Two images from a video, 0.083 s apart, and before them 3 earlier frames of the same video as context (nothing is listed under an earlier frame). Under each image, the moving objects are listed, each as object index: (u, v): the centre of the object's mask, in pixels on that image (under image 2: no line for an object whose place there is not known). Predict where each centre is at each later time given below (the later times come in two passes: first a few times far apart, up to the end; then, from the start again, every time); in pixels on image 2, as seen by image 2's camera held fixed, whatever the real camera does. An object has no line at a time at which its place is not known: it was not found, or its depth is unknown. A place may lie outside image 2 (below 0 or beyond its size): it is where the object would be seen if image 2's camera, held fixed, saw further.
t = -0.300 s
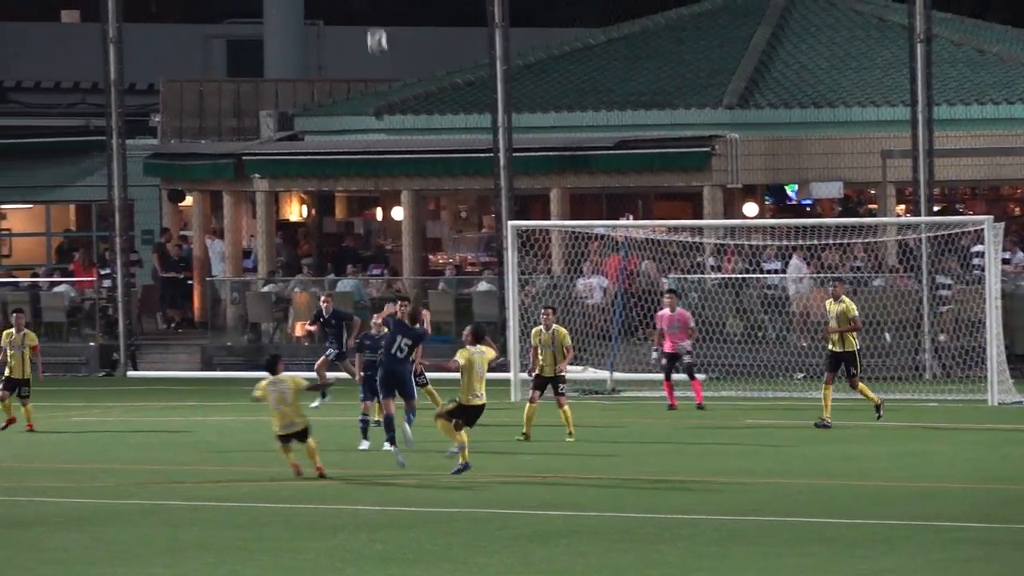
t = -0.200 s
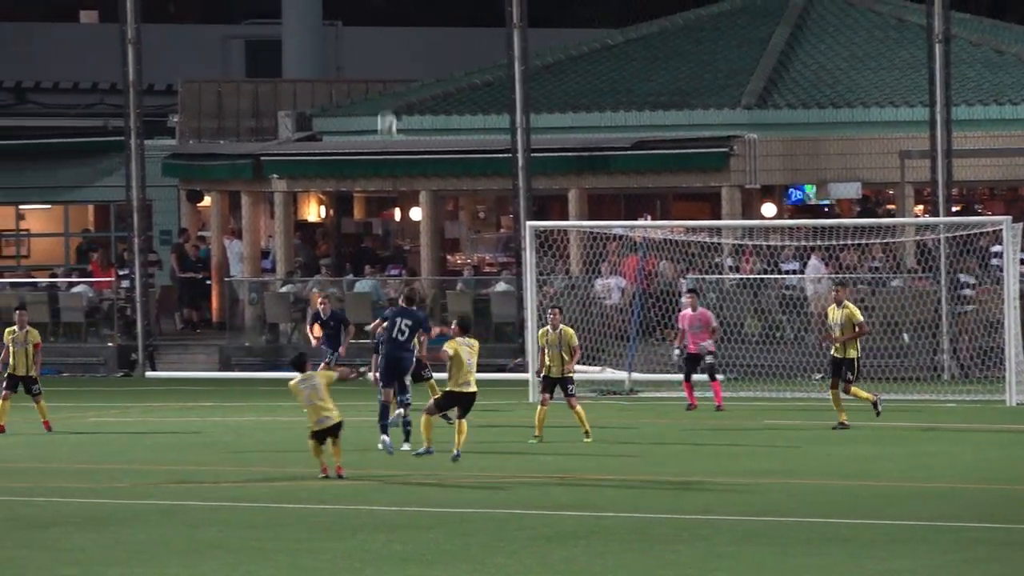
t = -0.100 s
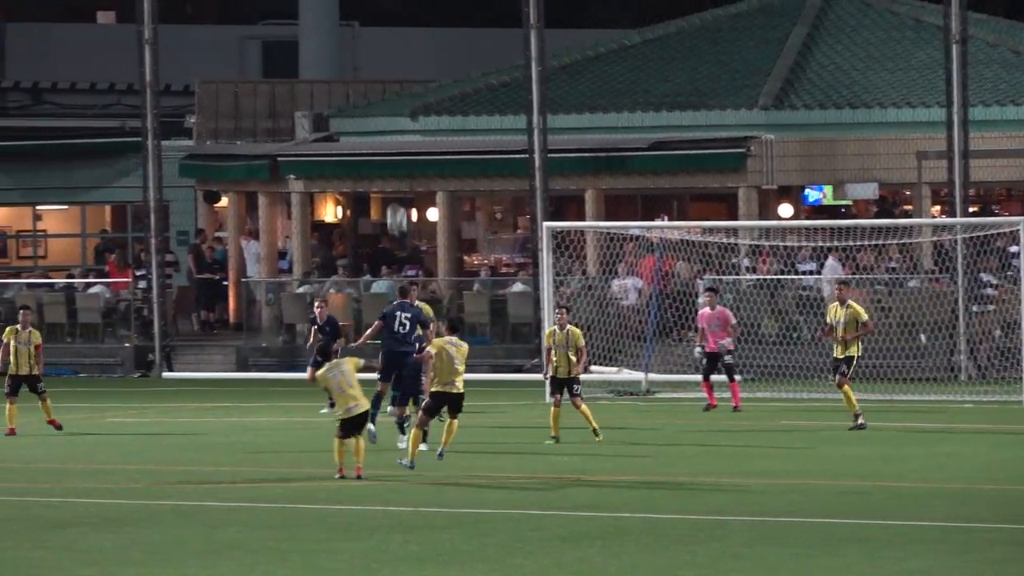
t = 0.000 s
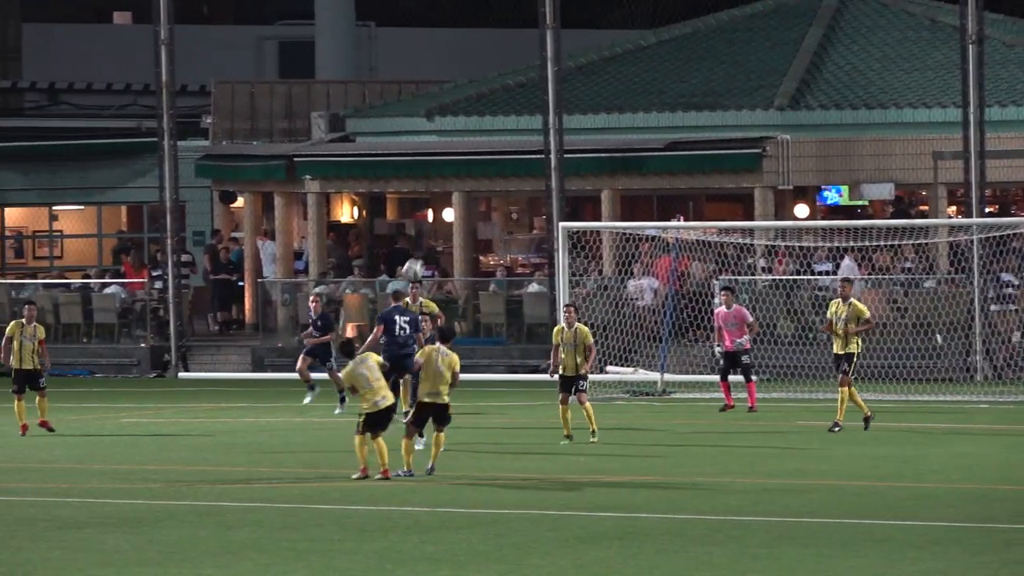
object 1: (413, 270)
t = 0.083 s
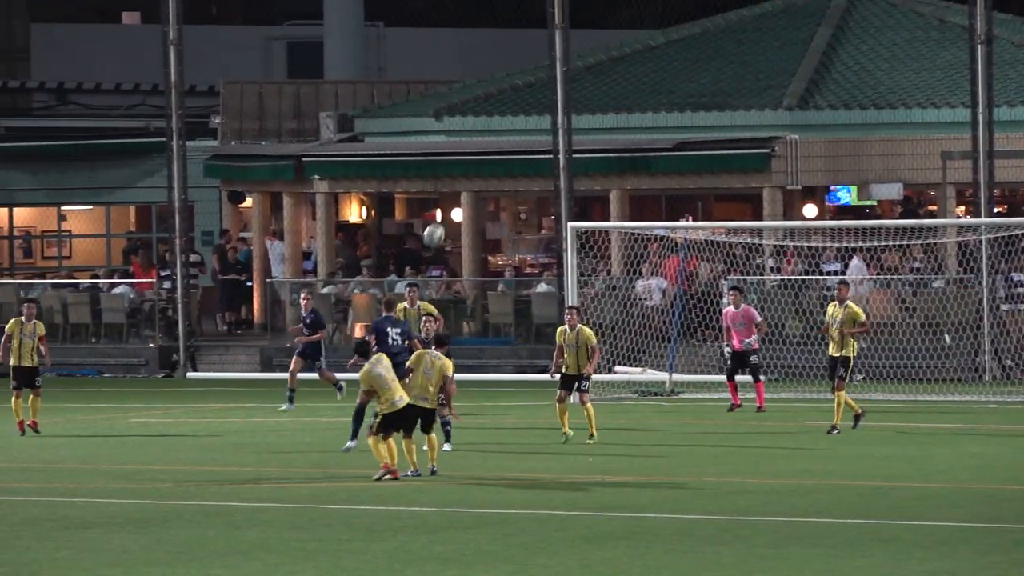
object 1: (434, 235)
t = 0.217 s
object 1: (453, 192)
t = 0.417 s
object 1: (483, 160)
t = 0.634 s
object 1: (517, 164)
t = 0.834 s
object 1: (547, 202)
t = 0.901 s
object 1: (556, 222)
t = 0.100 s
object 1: (436, 229)
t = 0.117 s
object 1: (438, 222)
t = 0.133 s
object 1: (440, 217)
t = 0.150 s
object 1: (443, 210)
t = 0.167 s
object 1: (446, 205)
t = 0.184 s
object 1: (449, 201)
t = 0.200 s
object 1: (451, 196)
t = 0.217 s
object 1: (453, 192)
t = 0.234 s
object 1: (456, 188)
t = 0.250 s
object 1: (459, 183)
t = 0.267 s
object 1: (461, 180)
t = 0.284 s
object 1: (463, 177)
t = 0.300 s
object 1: (466, 174)
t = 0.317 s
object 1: (468, 171)
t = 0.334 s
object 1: (471, 168)
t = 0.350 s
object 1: (473, 166)
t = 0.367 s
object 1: (476, 164)
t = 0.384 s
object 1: (479, 162)
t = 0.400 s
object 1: (481, 161)
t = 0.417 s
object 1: (483, 160)
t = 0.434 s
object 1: (486, 158)
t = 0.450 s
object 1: (489, 158)
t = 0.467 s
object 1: (491, 157)
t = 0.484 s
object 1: (494, 157)
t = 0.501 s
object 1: (496, 156)
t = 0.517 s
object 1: (499, 157)
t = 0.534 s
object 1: (501, 157)
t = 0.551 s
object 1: (504, 157)
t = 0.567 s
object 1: (506, 158)
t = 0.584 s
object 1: (509, 160)
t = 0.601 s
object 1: (511, 161)
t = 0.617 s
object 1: (514, 162)
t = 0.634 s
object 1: (517, 164)
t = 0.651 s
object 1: (519, 166)
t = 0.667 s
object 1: (522, 169)
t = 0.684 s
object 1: (524, 170)
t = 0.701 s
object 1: (527, 173)
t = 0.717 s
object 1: (529, 176)
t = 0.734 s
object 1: (532, 179)
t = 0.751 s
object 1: (534, 182)
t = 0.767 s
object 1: (537, 186)
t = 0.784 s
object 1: (539, 190)
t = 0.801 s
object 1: (542, 195)
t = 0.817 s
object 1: (544, 198)
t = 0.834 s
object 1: (547, 202)
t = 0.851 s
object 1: (549, 207)
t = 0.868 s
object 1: (552, 212)
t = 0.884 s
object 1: (553, 217)
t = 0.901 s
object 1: (556, 222)
